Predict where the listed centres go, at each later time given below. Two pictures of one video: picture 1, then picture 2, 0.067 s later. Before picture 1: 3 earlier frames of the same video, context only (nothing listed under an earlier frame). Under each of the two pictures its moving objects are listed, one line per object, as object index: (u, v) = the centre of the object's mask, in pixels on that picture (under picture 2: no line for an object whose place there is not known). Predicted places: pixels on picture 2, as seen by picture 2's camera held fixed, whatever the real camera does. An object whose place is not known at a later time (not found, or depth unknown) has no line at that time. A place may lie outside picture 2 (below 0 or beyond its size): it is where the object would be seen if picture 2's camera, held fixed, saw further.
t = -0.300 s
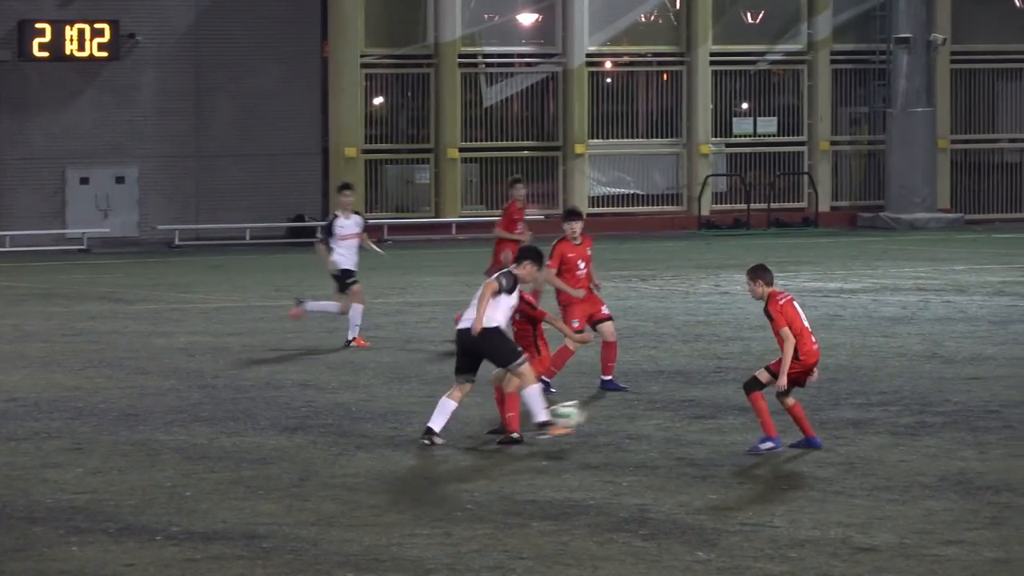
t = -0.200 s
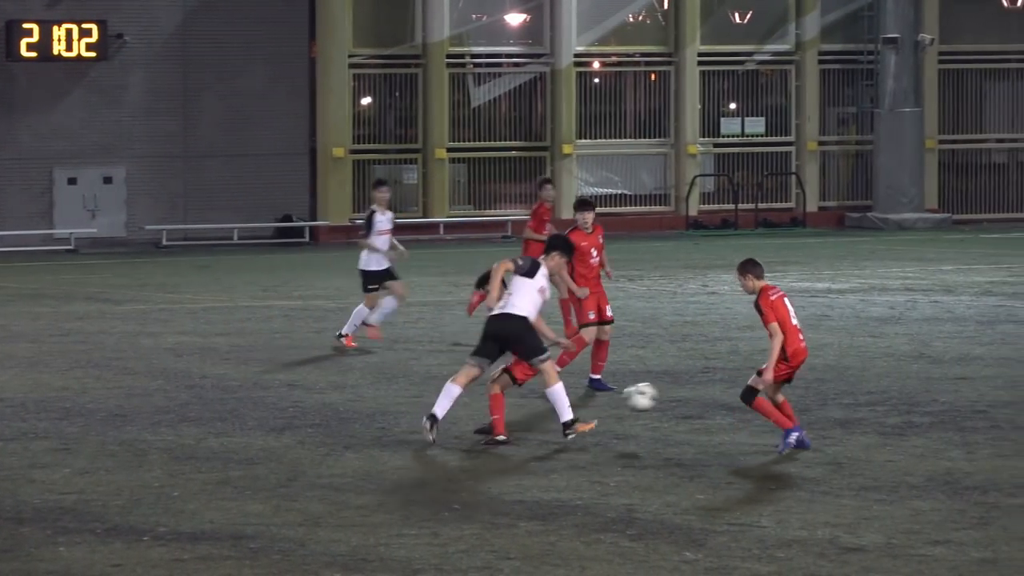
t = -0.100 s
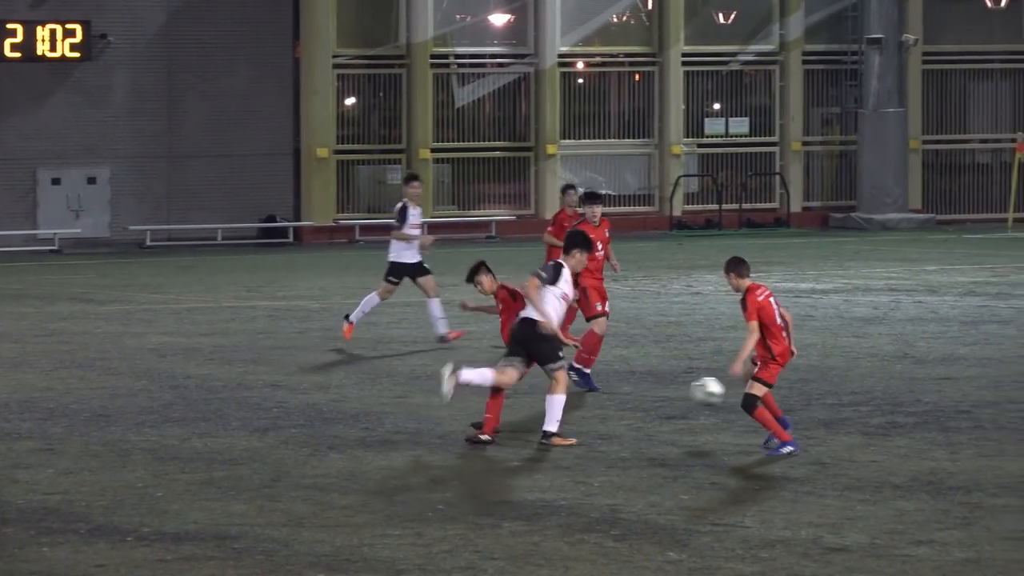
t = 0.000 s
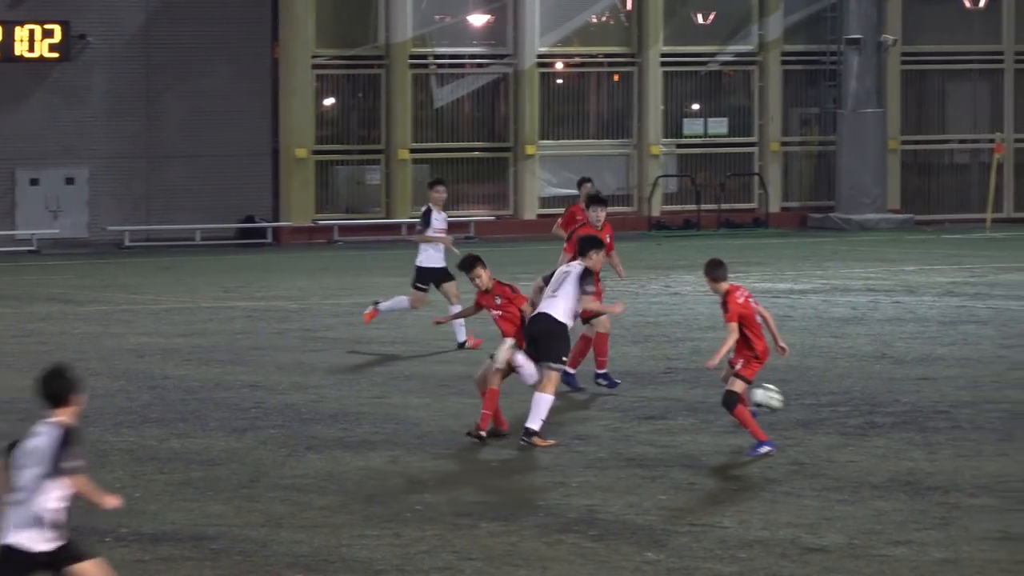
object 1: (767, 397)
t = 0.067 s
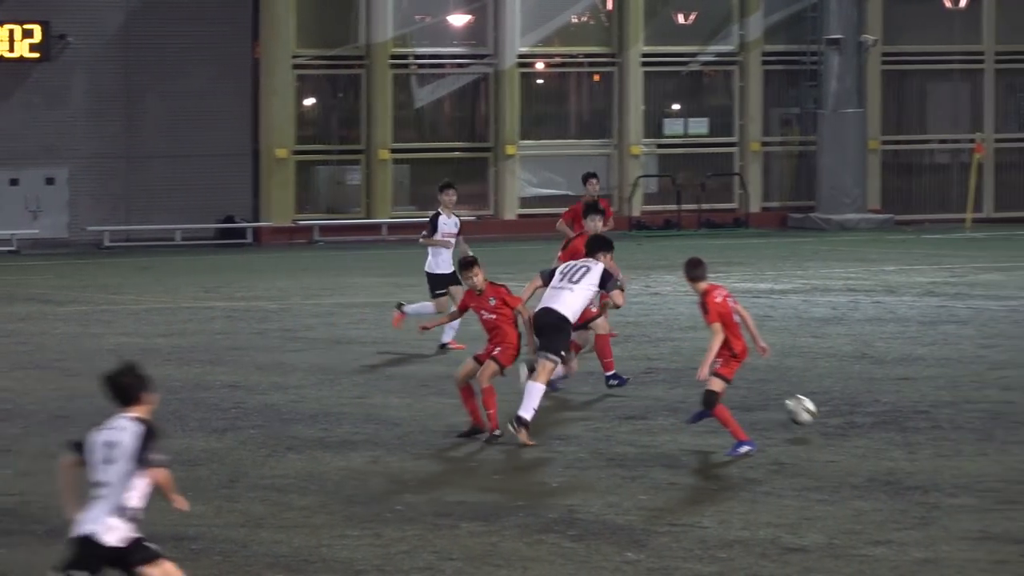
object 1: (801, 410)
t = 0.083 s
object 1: (814, 414)
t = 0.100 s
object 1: (826, 418)
